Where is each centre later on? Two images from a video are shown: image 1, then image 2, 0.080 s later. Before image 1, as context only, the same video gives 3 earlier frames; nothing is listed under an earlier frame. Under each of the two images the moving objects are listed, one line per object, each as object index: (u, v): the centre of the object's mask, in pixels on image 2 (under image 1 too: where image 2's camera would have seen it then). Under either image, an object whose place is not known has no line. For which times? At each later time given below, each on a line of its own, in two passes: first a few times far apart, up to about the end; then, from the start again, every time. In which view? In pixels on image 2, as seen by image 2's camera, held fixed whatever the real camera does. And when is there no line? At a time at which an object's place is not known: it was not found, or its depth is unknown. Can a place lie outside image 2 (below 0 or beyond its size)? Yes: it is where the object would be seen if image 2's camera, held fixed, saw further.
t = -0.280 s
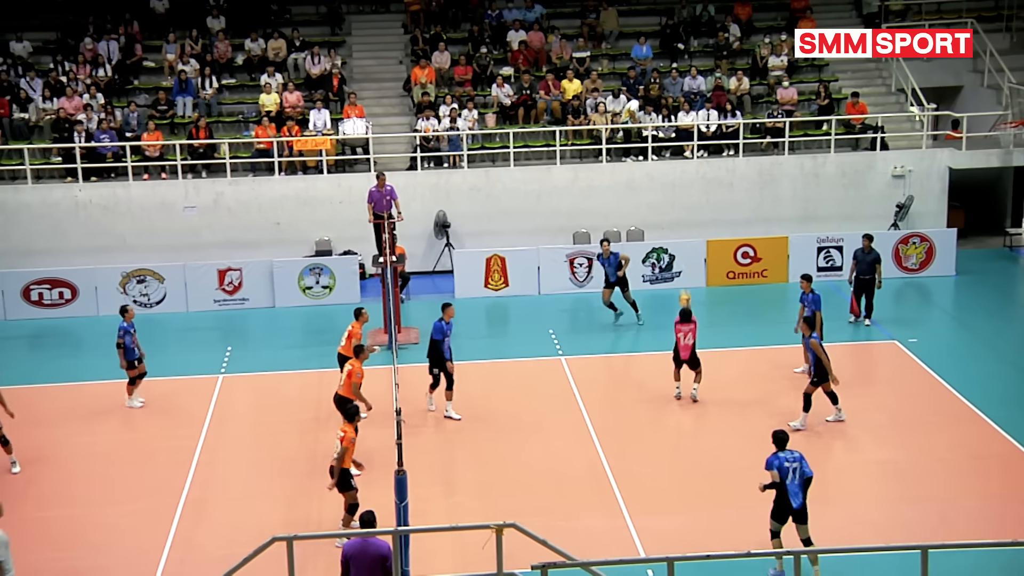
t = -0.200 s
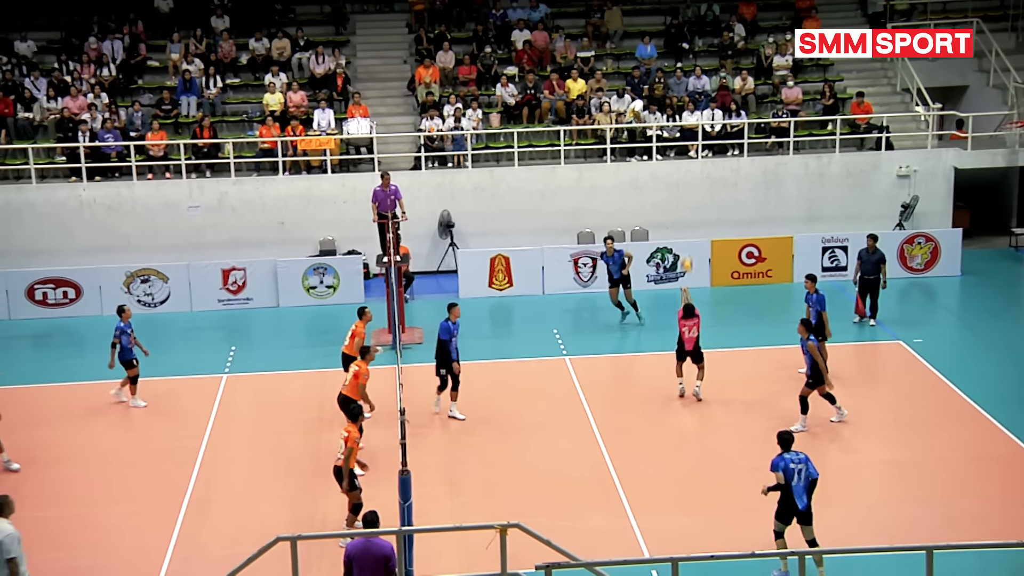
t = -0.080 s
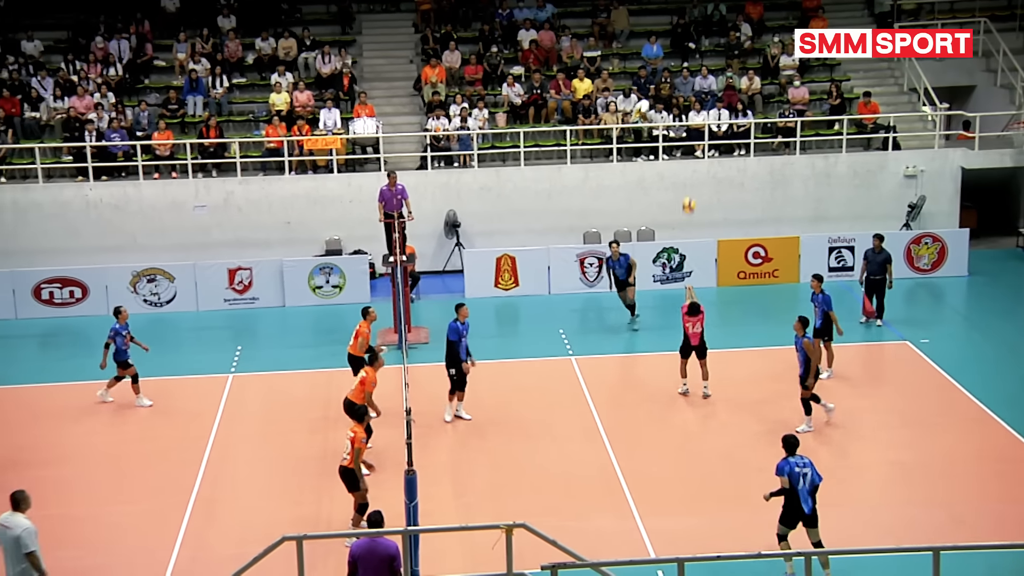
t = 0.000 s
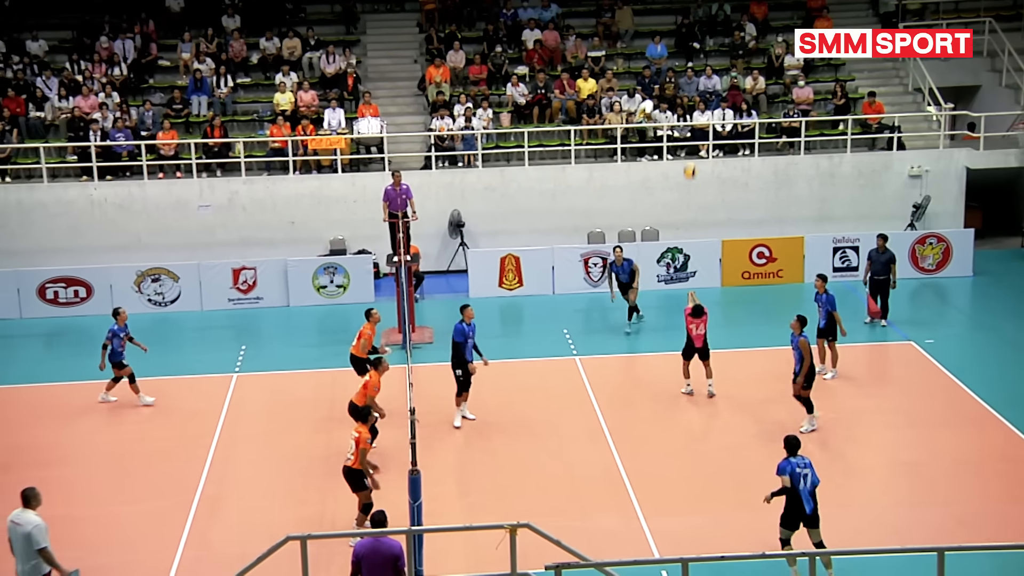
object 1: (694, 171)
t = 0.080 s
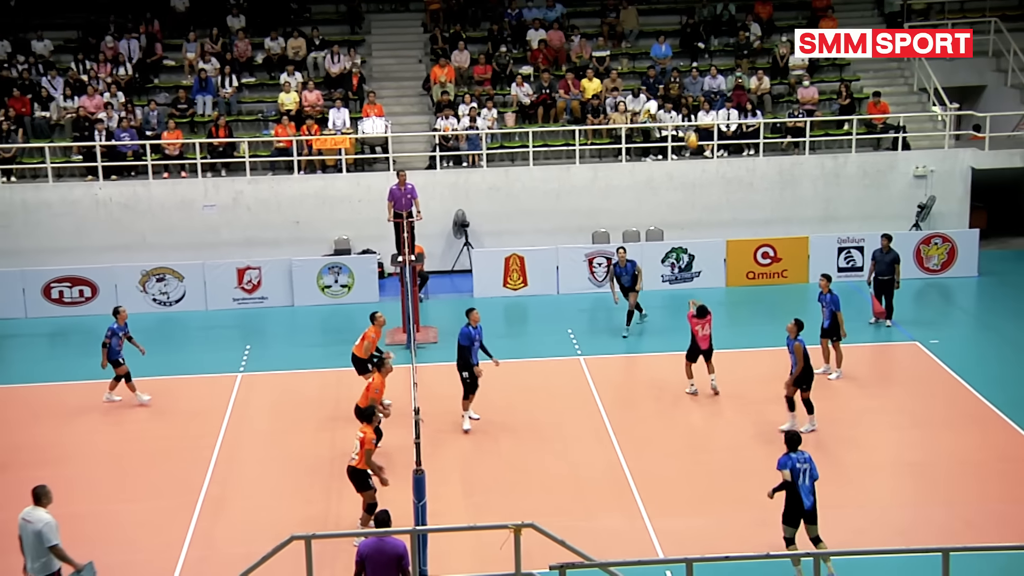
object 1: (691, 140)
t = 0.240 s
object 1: (686, 89)
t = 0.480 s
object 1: (675, 44)
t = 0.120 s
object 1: (689, 127)
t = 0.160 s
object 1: (688, 113)
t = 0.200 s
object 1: (686, 102)
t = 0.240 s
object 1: (686, 89)
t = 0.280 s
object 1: (683, 80)
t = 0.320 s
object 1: (681, 71)
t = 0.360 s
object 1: (680, 61)
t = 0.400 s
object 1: (679, 55)
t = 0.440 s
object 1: (677, 48)
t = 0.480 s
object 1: (675, 44)
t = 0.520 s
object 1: (674, 40)
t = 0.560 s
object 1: (671, 37)
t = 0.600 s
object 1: (669, 36)
